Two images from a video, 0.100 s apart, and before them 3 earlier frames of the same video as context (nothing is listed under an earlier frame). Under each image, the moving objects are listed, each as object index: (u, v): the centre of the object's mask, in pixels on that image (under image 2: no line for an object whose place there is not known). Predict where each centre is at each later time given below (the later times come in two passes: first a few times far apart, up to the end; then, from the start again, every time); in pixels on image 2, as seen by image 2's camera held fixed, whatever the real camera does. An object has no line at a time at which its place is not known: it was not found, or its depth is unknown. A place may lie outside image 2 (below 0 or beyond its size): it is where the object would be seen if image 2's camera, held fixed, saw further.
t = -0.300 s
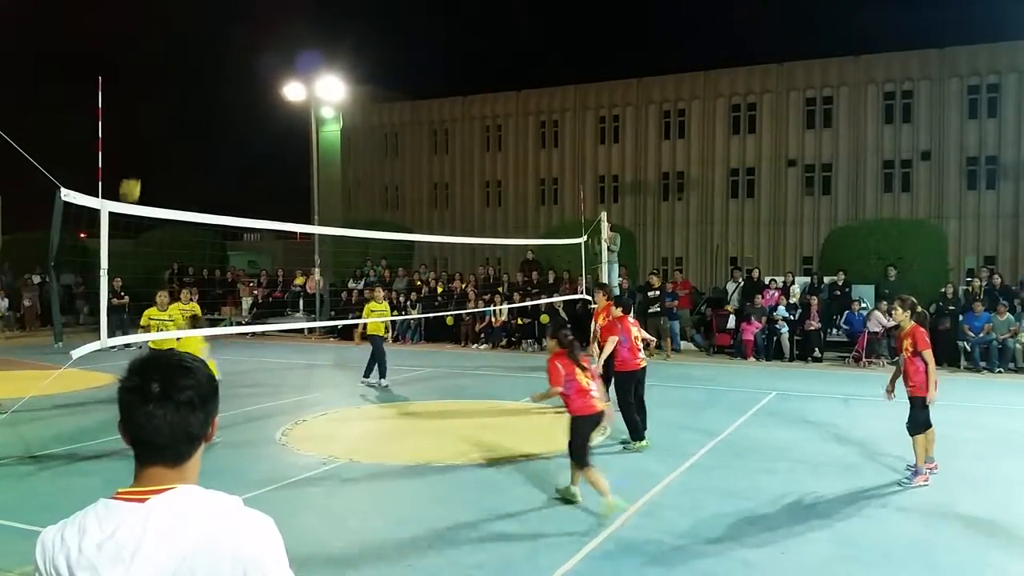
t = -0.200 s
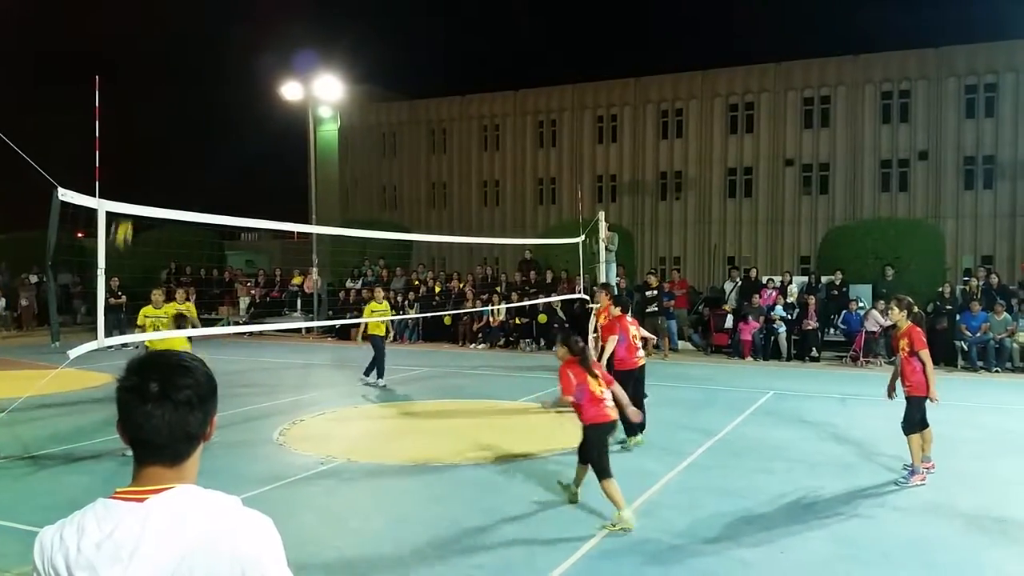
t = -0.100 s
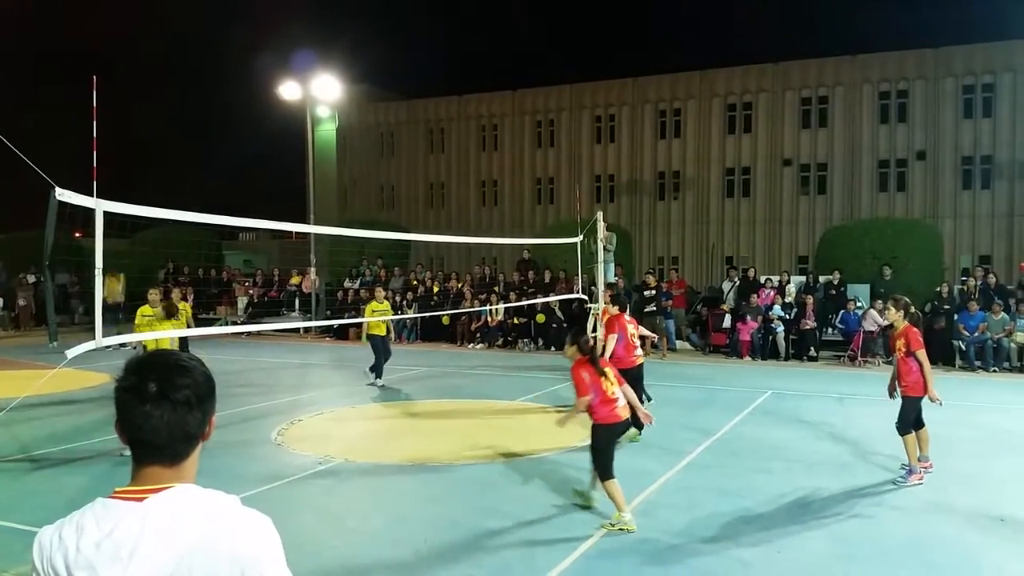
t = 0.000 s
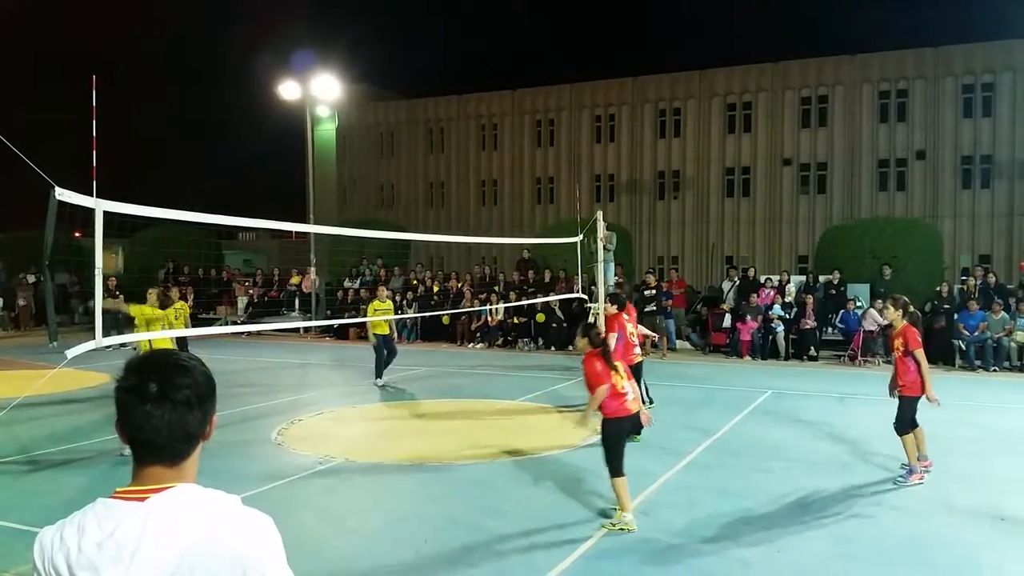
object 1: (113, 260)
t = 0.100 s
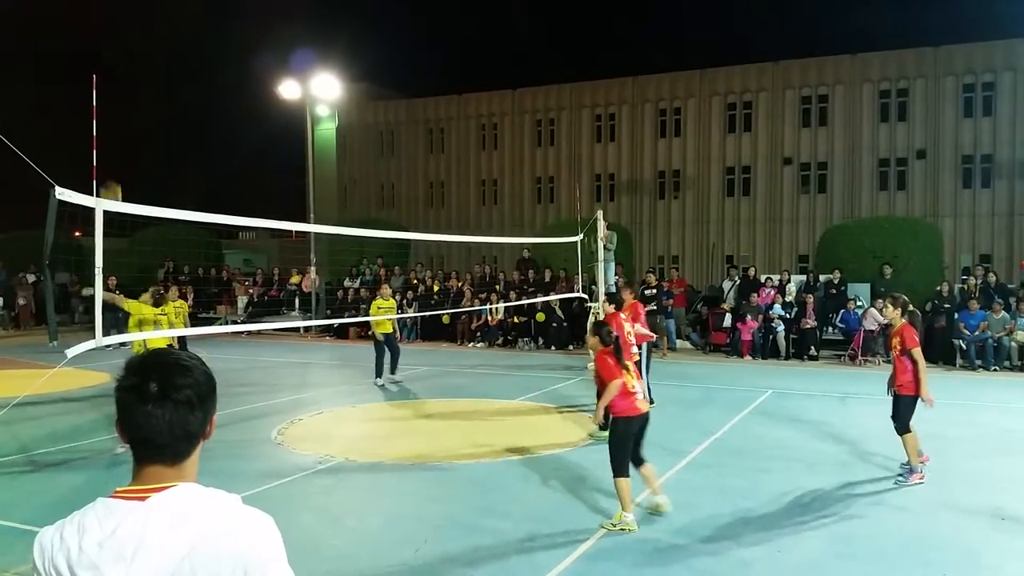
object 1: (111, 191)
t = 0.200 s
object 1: (109, 144)
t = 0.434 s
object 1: (106, 56)
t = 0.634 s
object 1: (105, 23)
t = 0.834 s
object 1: (103, 29)
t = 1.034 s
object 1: (102, 76)
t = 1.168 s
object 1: (102, 130)
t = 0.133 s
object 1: (110, 178)
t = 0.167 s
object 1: (110, 161)
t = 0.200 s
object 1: (109, 144)
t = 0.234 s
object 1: (109, 127)
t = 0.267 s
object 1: (109, 113)
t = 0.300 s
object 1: (108, 100)
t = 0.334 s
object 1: (108, 88)
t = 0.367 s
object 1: (107, 75)
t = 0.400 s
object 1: (107, 65)
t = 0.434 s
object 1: (106, 56)
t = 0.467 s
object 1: (106, 48)
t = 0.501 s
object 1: (106, 41)
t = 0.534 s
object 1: (106, 35)
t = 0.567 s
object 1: (105, 29)
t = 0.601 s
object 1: (105, 26)
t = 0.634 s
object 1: (105, 23)
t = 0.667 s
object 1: (104, 21)
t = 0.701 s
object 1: (104, 21)
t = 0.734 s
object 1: (104, 22)
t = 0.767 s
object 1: (104, 23)
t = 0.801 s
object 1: (104, 26)
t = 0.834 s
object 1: (103, 29)
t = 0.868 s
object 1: (103, 34)
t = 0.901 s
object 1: (103, 41)
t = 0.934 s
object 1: (103, 48)
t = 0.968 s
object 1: (103, 57)
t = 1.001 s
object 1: (103, 66)
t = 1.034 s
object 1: (102, 76)
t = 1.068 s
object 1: (102, 88)
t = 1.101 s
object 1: (102, 100)
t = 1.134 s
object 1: (102, 115)
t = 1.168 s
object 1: (102, 130)
